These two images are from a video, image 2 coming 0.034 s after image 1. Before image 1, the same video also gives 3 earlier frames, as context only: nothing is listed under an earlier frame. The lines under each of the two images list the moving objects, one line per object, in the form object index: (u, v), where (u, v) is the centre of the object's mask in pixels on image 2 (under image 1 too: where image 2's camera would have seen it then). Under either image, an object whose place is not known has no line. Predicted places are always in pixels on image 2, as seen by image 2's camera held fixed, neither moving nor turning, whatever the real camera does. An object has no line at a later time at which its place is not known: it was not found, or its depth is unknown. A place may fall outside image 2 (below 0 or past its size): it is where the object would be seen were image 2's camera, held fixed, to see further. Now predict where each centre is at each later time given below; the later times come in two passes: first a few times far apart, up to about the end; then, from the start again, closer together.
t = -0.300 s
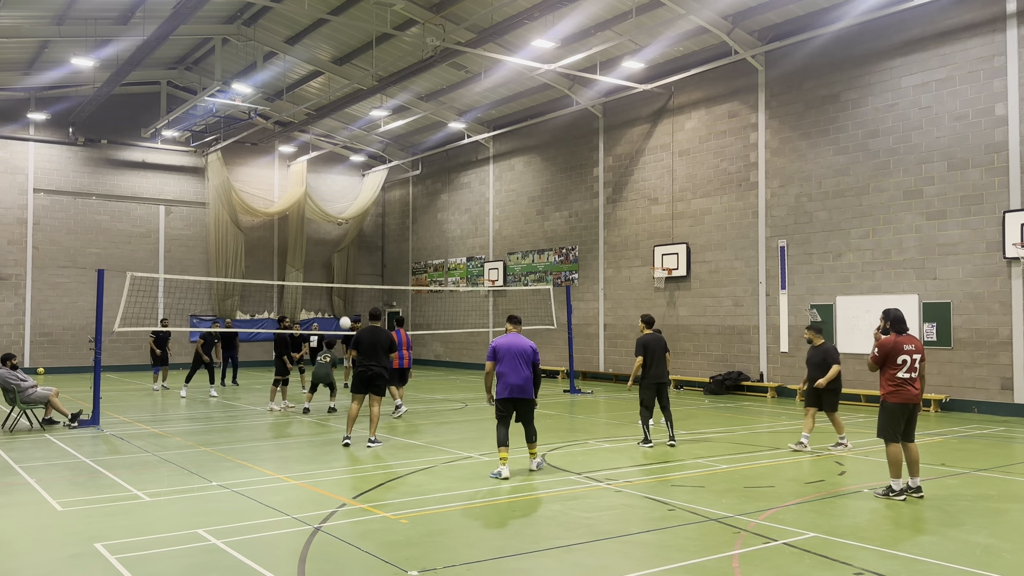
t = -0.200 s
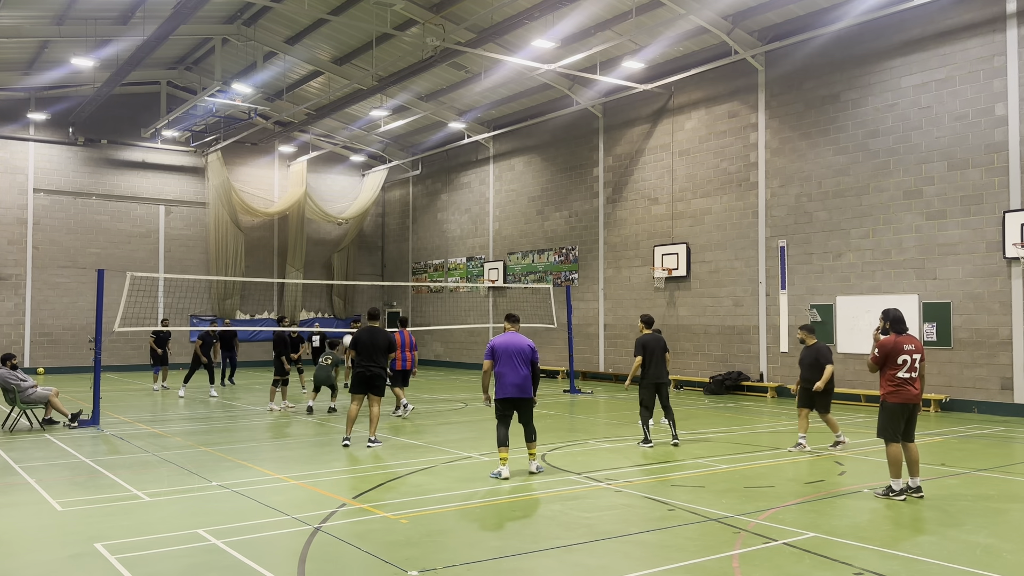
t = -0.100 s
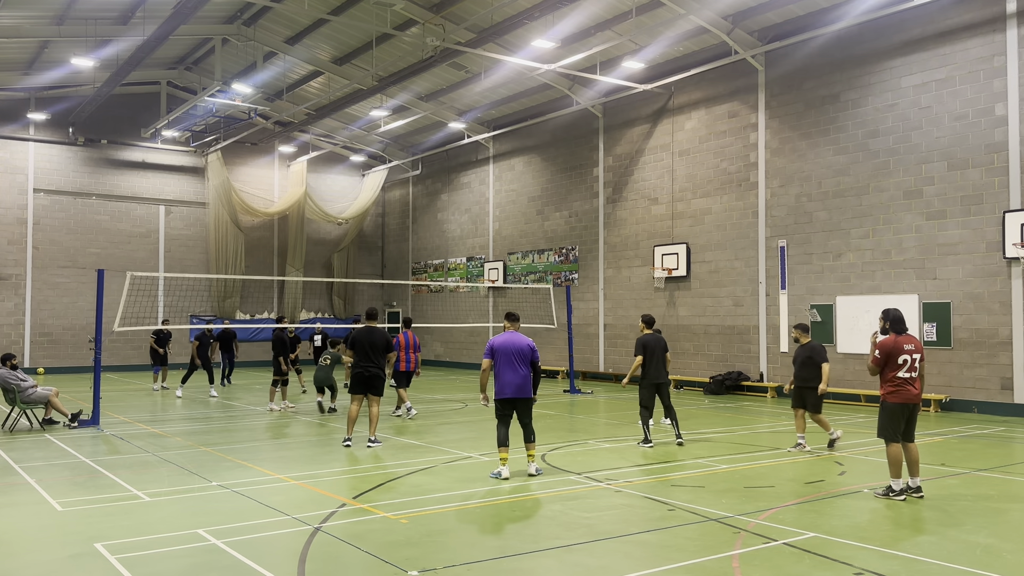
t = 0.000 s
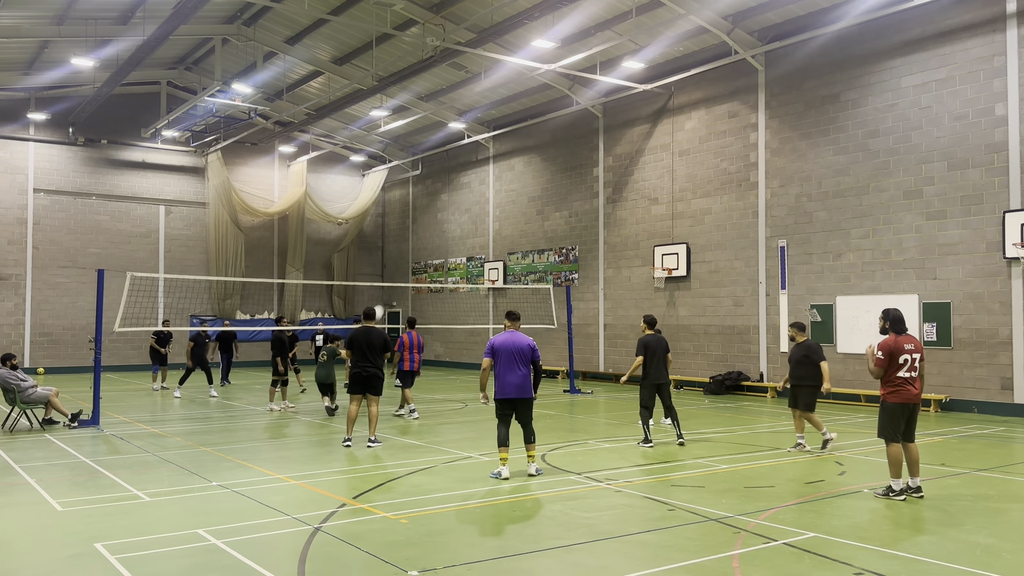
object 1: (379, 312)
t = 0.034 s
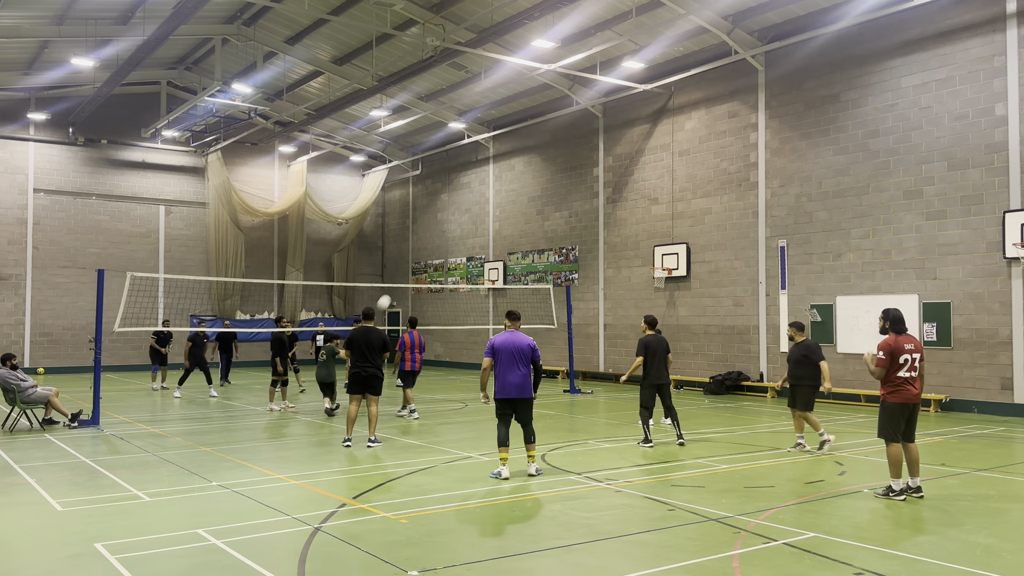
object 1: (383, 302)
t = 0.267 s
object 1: (431, 243)
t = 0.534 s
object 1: (488, 208)
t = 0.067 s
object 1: (390, 293)
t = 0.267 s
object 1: (431, 243)
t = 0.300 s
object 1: (438, 236)
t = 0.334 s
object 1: (445, 230)
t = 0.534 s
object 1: (488, 208)
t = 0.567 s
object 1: (496, 206)
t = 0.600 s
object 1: (503, 206)
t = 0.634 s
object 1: (511, 205)
